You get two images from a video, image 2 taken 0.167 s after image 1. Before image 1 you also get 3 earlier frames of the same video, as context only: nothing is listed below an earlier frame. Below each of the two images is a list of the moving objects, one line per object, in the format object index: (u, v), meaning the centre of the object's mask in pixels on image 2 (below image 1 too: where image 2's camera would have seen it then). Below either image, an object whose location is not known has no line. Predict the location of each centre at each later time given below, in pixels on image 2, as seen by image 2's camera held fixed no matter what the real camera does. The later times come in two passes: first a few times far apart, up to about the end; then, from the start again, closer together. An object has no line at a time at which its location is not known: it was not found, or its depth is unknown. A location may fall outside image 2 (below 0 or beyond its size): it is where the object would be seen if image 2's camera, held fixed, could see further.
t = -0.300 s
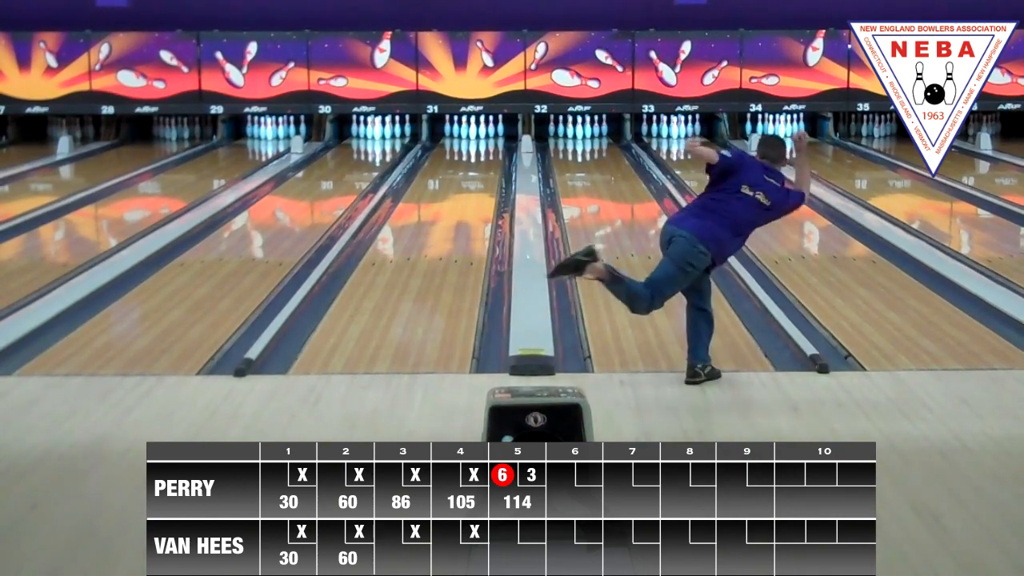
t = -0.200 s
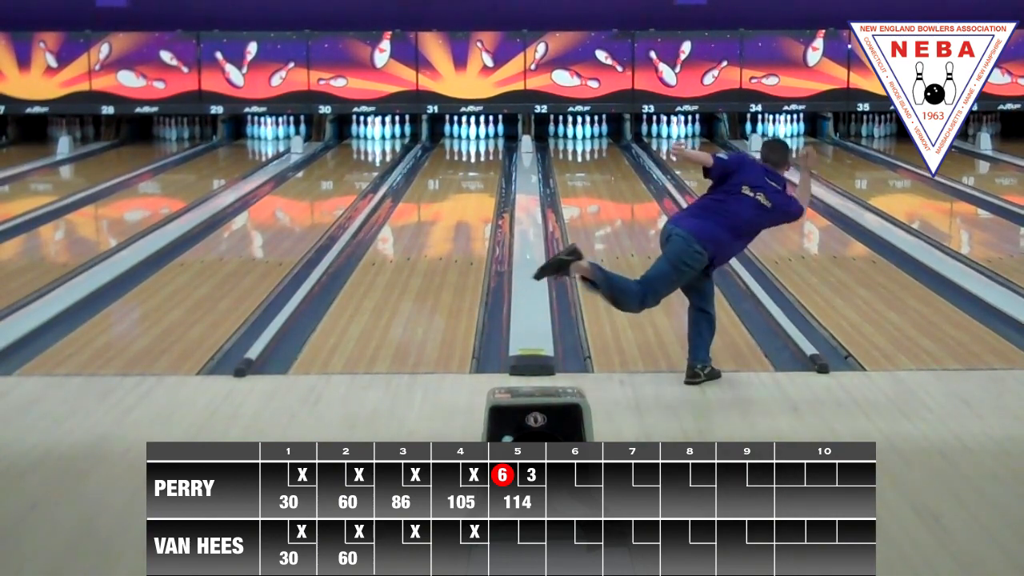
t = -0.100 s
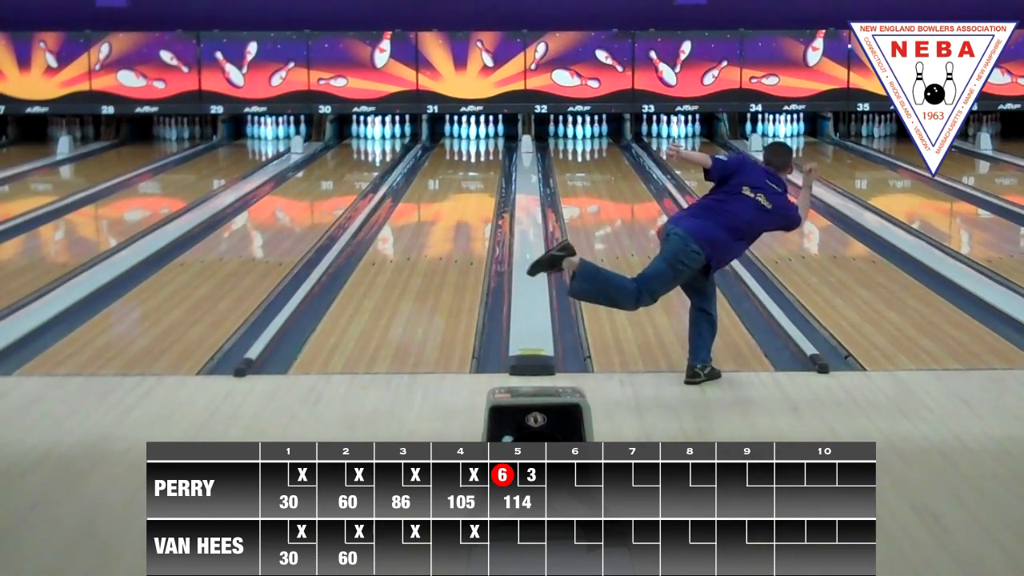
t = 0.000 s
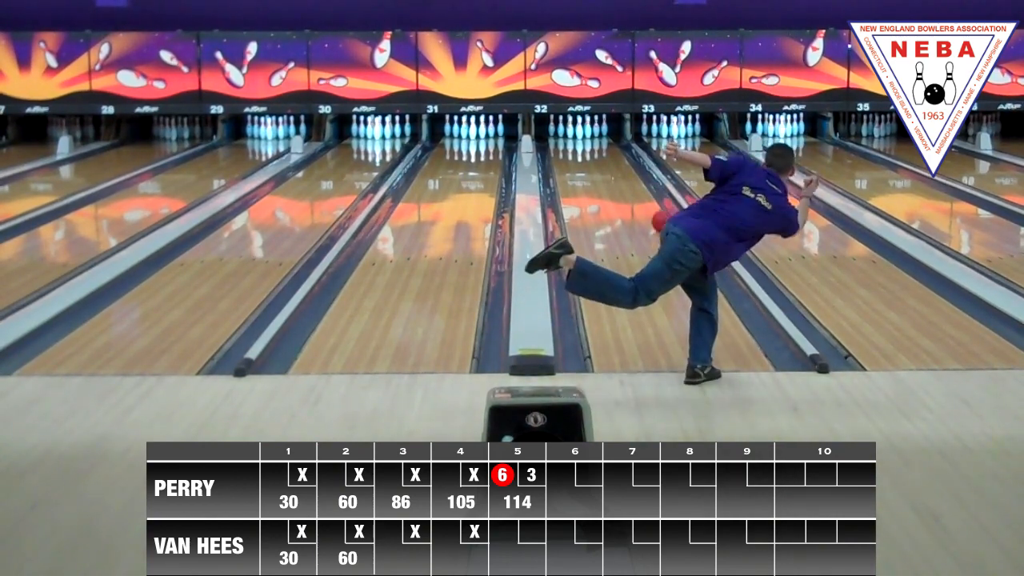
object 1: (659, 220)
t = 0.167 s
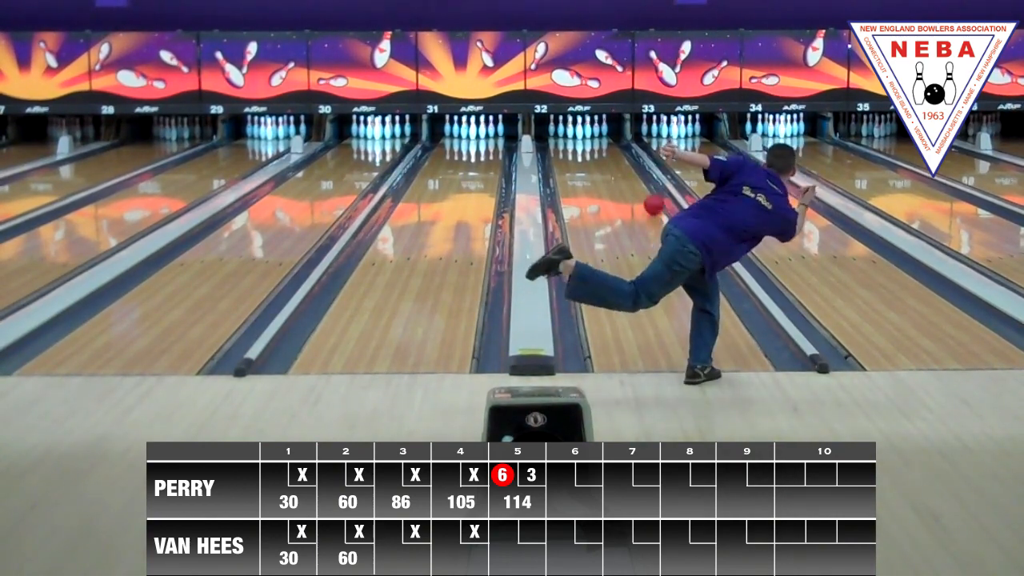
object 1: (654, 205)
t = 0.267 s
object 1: (648, 196)
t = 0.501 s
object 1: (638, 178)
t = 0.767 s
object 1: (626, 162)
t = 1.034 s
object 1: (614, 150)
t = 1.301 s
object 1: (598, 140)
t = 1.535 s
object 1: (586, 133)
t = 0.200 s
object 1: (652, 202)
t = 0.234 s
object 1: (650, 199)
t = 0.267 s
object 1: (648, 196)
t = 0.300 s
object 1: (647, 193)
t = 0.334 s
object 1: (645, 190)
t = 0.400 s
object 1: (642, 185)
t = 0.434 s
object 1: (641, 183)
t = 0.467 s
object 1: (639, 181)
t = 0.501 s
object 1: (638, 178)
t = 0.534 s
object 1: (636, 176)
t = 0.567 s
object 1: (635, 174)
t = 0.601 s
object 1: (634, 172)
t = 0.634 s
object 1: (632, 170)
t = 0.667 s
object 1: (631, 168)
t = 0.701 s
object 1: (629, 166)
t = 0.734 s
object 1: (628, 164)
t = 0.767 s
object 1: (626, 162)
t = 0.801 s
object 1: (625, 161)
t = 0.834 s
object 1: (624, 159)
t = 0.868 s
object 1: (621, 157)
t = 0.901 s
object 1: (620, 155)
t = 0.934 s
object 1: (619, 154)
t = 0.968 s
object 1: (618, 153)
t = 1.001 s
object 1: (615, 151)
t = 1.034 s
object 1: (614, 150)
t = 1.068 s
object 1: (613, 148)
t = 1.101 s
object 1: (610, 147)
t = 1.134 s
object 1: (608, 145)
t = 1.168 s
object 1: (607, 144)
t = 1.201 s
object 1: (606, 143)
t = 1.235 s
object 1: (603, 142)
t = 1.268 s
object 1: (601, 140)
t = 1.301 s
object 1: (598, 140)
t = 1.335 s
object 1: (597, 139)
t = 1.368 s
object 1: (595, 137)
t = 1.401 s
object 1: (592, 136)
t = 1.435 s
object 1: (590, 135)
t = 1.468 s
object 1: (588, 134)
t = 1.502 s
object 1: (587, 133)
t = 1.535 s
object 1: (586, 133)
